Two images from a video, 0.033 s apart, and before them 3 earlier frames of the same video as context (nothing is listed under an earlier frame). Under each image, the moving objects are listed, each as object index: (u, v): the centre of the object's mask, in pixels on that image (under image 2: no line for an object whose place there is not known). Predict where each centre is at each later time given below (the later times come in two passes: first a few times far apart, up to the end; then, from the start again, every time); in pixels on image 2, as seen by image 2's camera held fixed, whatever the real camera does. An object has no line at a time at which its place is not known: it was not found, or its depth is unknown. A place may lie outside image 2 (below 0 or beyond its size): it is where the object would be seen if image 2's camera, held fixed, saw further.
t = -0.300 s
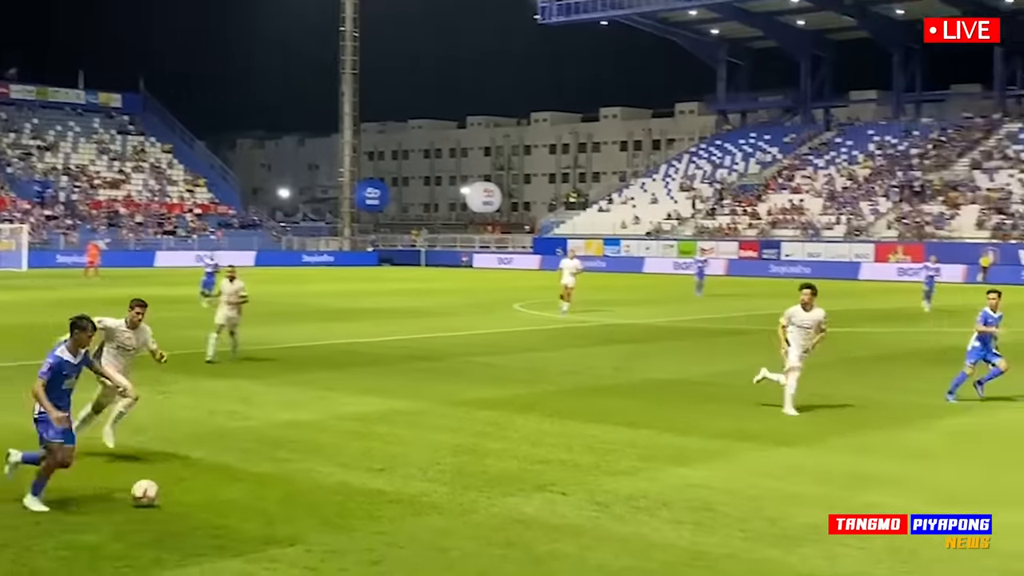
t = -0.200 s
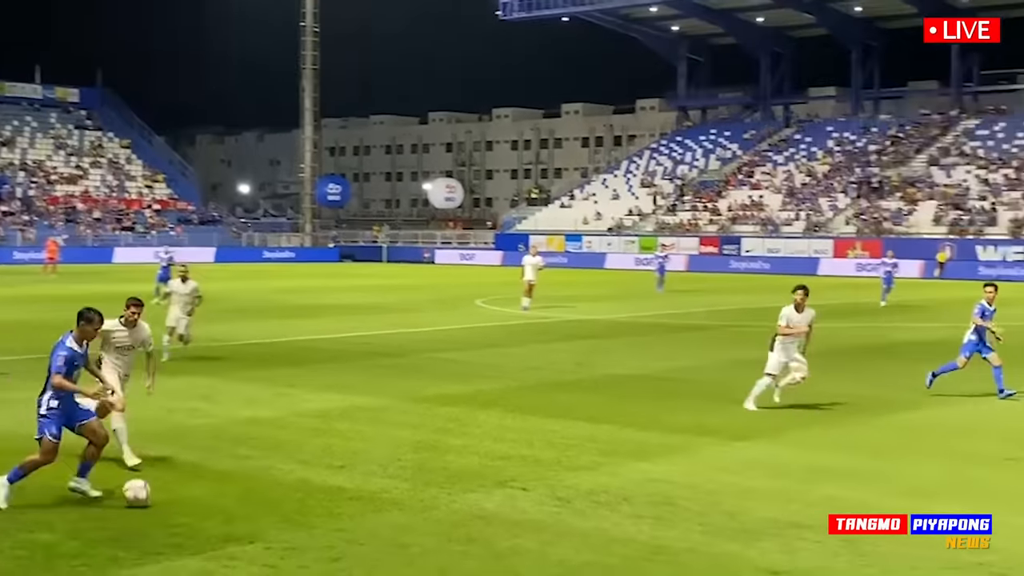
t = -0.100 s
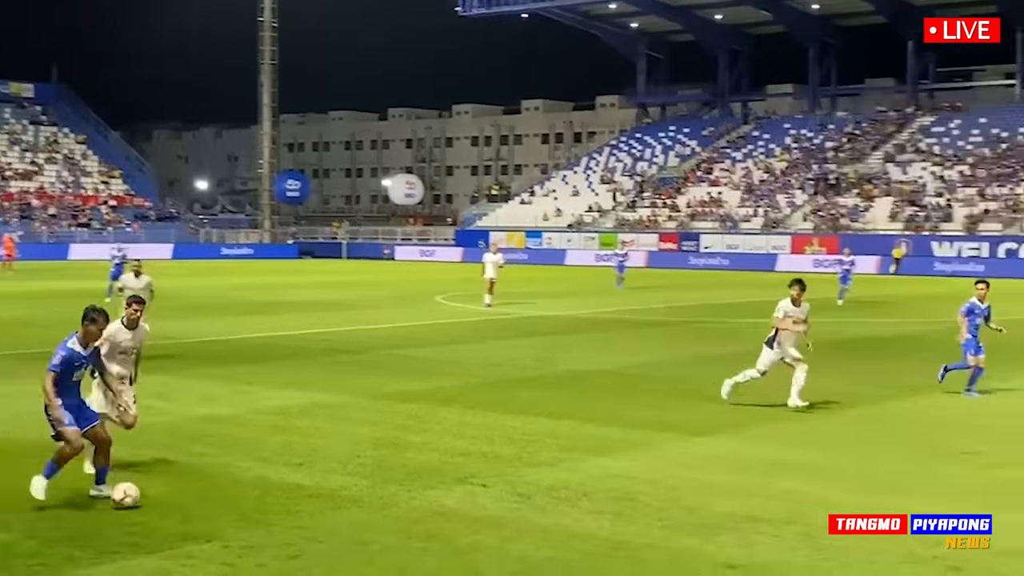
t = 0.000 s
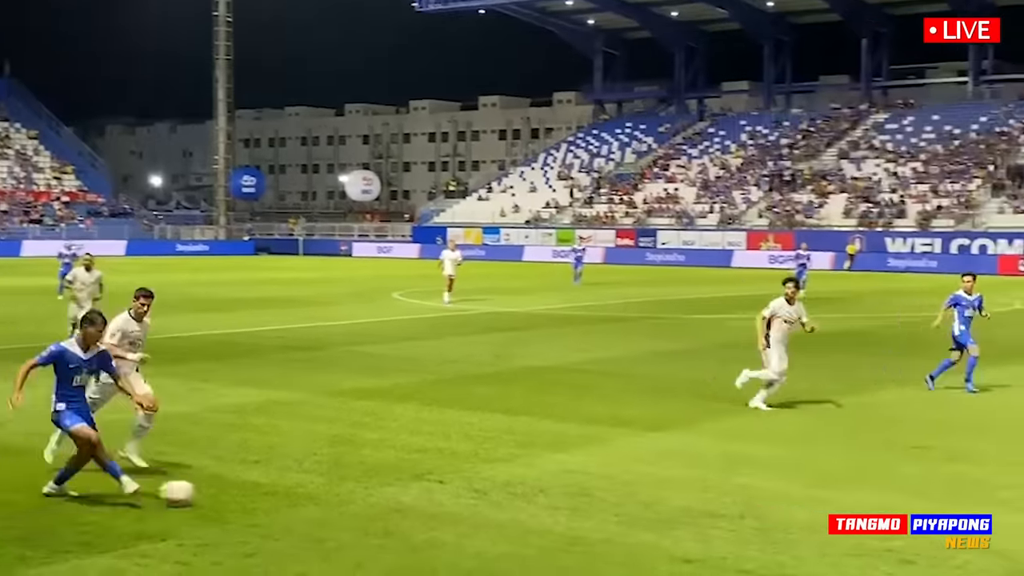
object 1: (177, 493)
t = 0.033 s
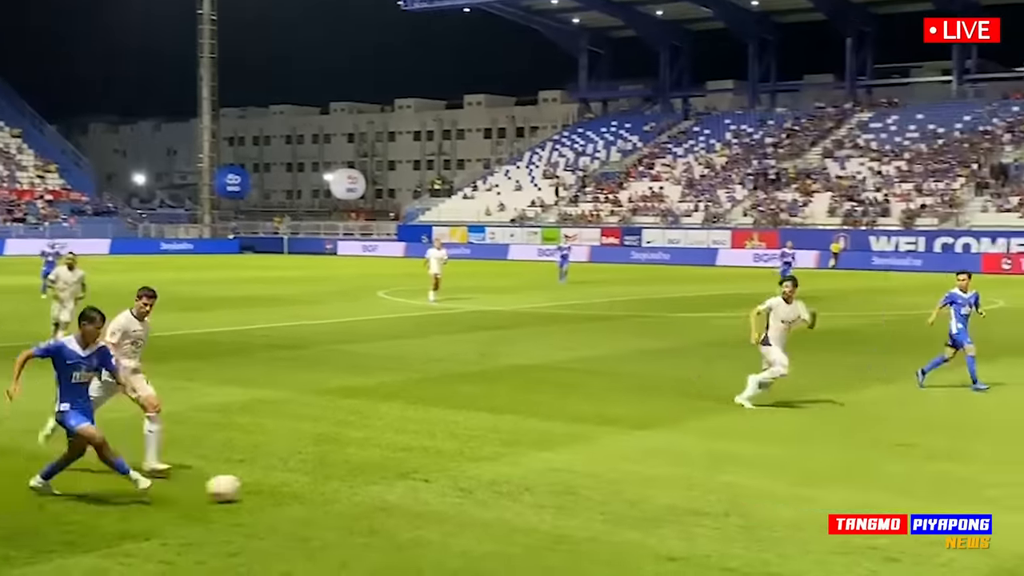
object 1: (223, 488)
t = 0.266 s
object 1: (621, 482)
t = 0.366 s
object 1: (774, 482)
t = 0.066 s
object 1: (284, 485)
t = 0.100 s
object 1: (343, 482)
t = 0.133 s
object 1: (401, 481)
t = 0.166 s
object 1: (459, 483)
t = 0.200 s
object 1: (516, 484)
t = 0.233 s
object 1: (569, 483)
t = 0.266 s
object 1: (621, 482)
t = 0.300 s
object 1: (672, 481)
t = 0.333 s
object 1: (723, 481)
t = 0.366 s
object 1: (774, 482)
